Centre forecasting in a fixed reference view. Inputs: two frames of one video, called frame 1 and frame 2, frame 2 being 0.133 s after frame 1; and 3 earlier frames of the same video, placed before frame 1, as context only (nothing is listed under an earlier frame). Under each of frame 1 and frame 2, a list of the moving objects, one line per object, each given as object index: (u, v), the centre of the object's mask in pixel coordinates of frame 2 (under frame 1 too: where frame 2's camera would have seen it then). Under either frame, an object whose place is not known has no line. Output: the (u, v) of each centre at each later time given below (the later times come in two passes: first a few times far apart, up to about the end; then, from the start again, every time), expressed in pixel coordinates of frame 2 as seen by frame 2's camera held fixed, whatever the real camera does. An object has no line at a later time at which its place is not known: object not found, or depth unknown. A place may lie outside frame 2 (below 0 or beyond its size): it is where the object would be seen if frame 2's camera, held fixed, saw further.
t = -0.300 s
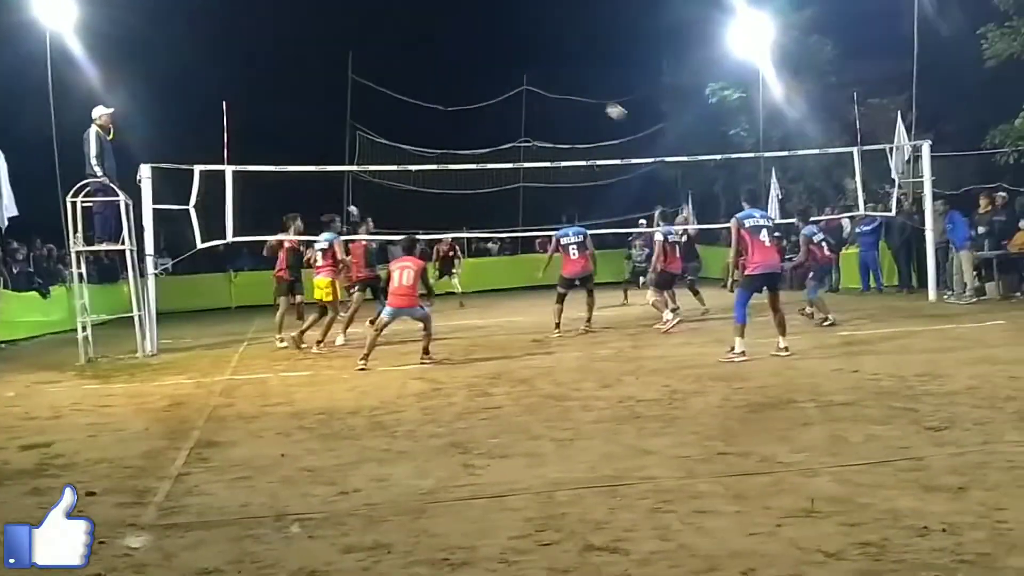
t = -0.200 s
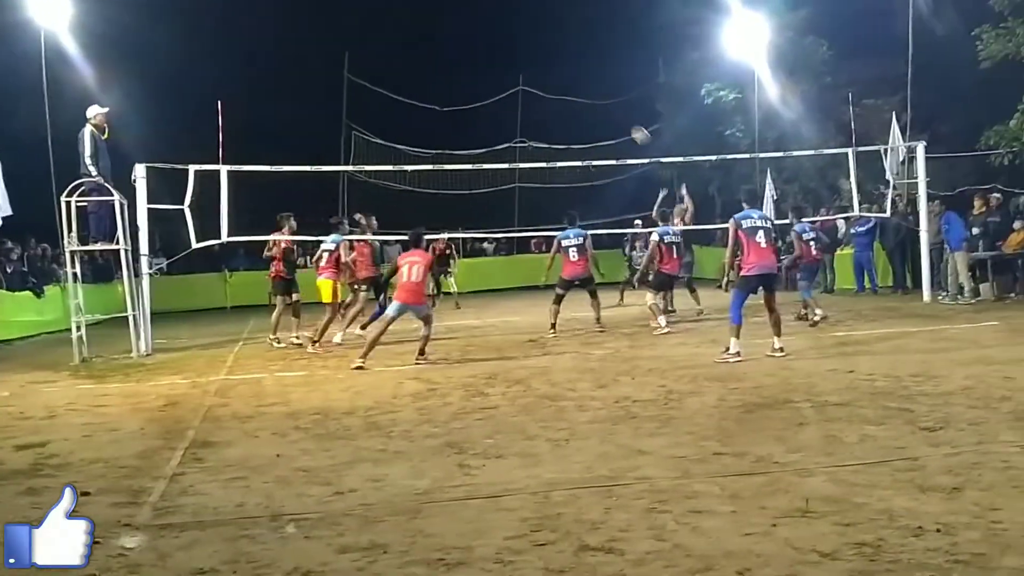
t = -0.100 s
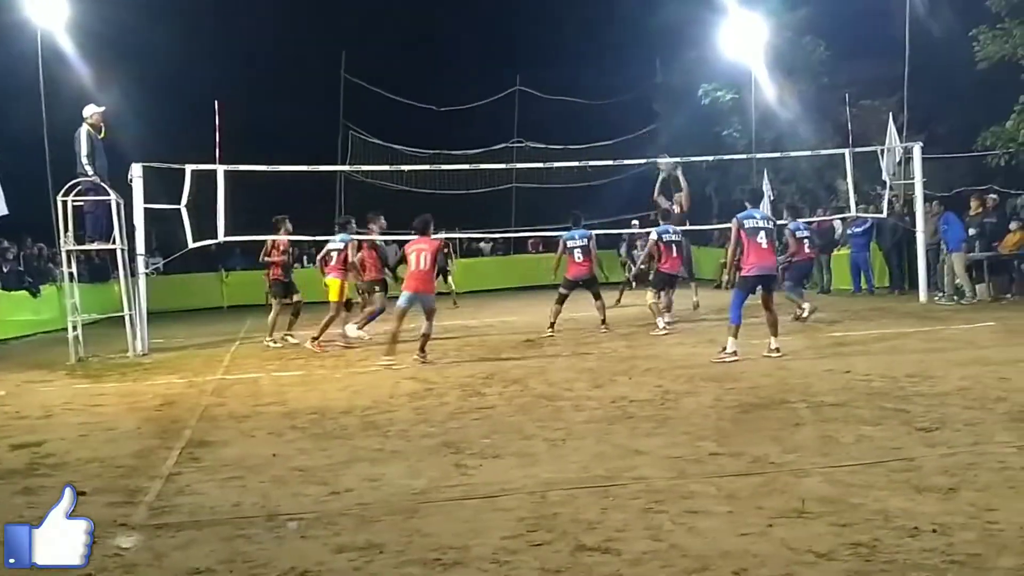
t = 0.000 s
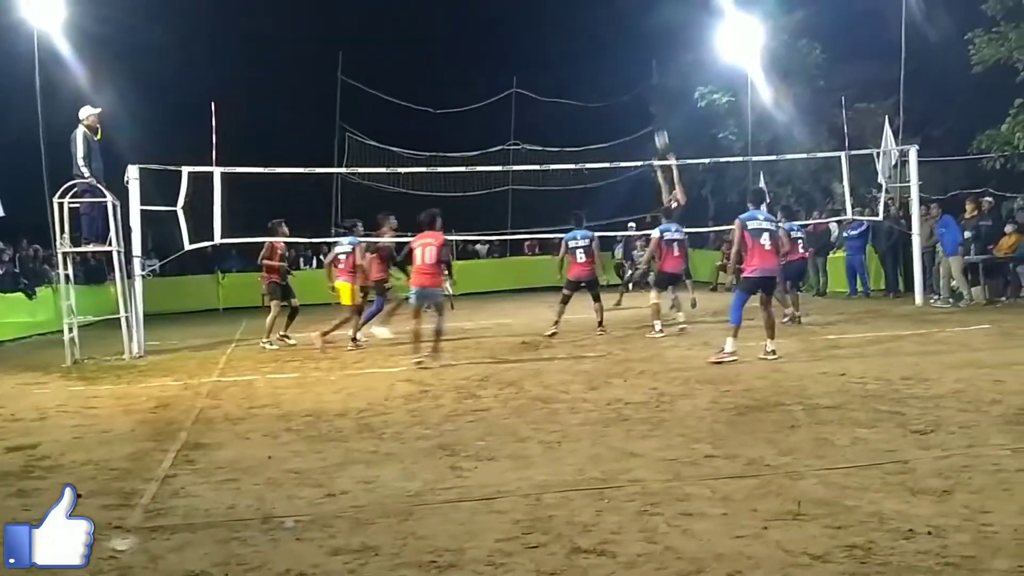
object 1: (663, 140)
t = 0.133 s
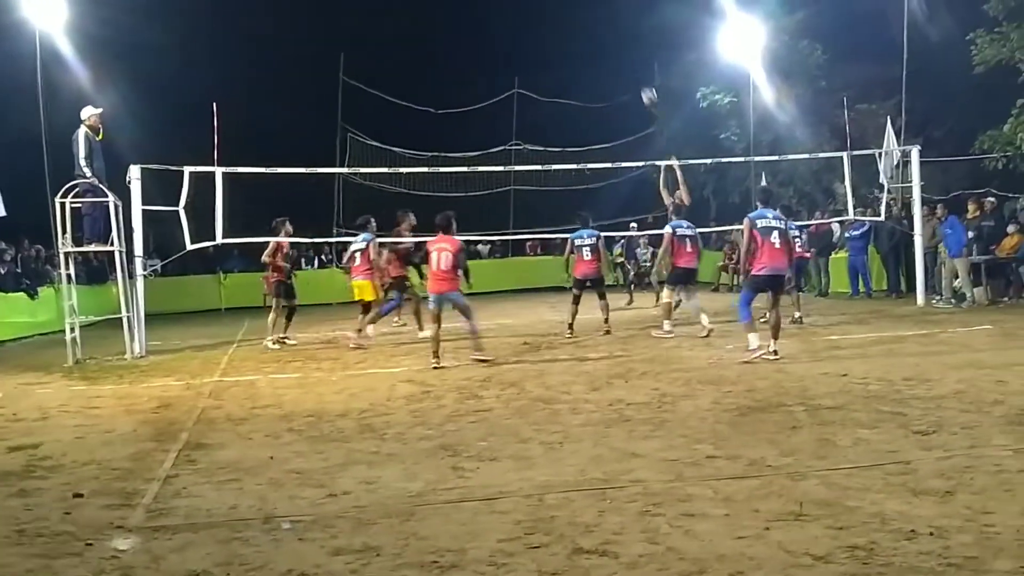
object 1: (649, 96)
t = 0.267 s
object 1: (635, 63)
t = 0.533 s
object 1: (609, 28)
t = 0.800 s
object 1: (585, 39)
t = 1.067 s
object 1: (565, 96)
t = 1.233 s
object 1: (553, 153)
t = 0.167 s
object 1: (646, 88)
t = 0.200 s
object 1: (642, 78)
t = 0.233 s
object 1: (639, 70)
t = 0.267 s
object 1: (635, 63)
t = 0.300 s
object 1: (632, 56)
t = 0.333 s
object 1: (628, 49)
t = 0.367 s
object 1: (625, 45)
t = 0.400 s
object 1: (622, 40)
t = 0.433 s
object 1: (618, 36)
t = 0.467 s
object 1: (615, 33)
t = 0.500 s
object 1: (612, 30)
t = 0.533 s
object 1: (609, 28)
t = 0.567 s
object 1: (606, 27)
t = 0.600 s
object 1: (603, 26)
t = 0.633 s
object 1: (600, 27)
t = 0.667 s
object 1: (597, 27)
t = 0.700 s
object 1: (594, 29)
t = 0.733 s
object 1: (592, 32)
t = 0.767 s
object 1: (588, 35)
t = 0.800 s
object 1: (585, 39)
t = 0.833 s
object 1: (583, 43)
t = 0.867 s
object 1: (580, 48)
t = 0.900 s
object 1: (577, 54)
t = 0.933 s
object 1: (574, 62)
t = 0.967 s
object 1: (572, 69)
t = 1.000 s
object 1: (570, 77)
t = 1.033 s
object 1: (567, 86)
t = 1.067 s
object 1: (565, 96)
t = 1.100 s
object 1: (562, 106)
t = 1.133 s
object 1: (560, 117)
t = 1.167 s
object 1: (557, 128)
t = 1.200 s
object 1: (555, 140)
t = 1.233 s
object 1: (553, 153)
